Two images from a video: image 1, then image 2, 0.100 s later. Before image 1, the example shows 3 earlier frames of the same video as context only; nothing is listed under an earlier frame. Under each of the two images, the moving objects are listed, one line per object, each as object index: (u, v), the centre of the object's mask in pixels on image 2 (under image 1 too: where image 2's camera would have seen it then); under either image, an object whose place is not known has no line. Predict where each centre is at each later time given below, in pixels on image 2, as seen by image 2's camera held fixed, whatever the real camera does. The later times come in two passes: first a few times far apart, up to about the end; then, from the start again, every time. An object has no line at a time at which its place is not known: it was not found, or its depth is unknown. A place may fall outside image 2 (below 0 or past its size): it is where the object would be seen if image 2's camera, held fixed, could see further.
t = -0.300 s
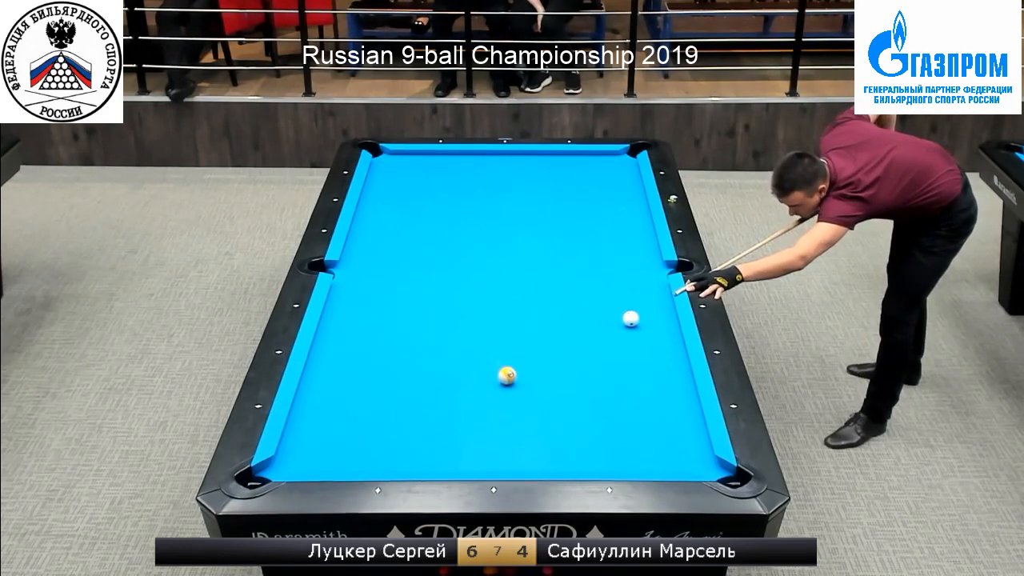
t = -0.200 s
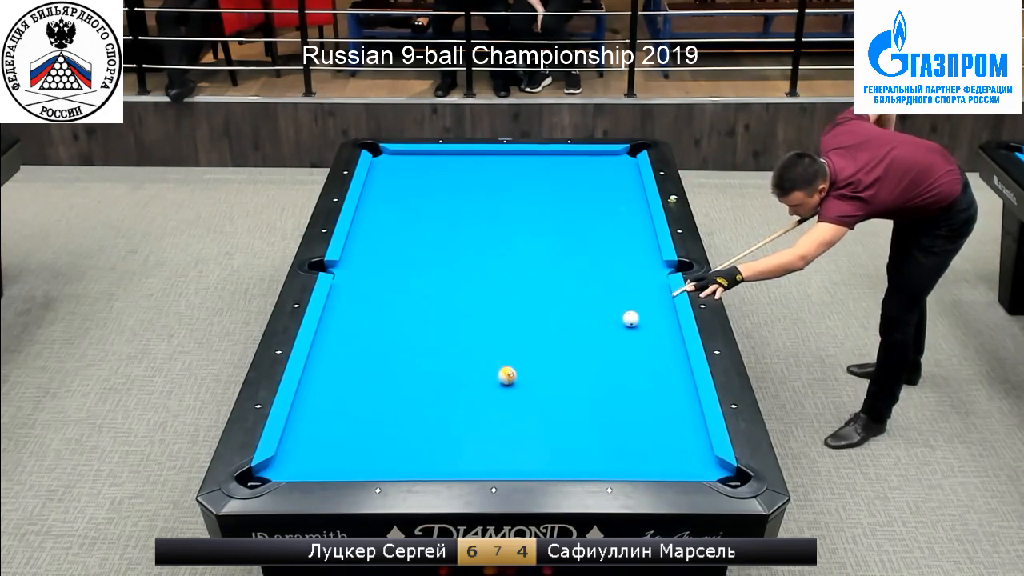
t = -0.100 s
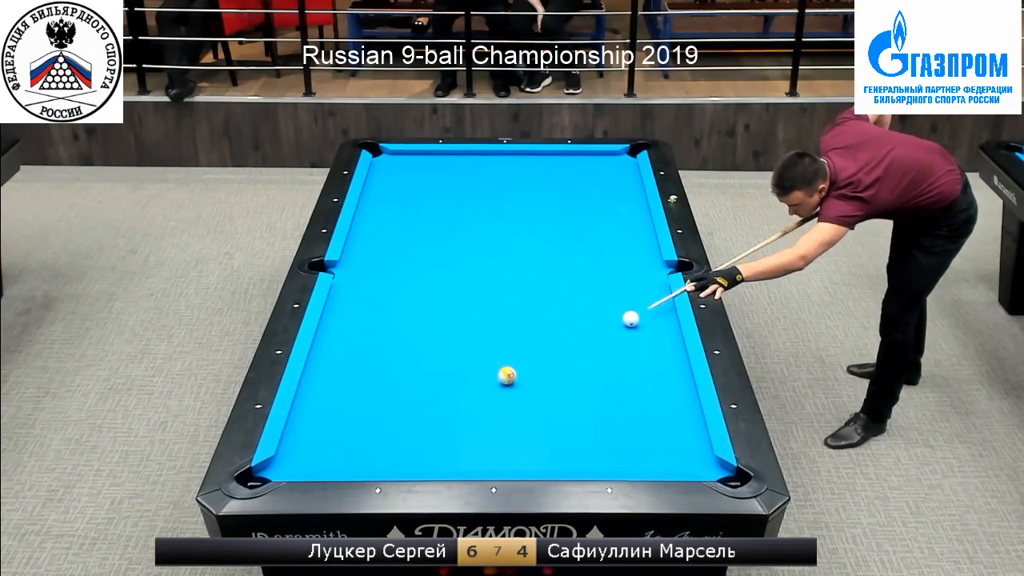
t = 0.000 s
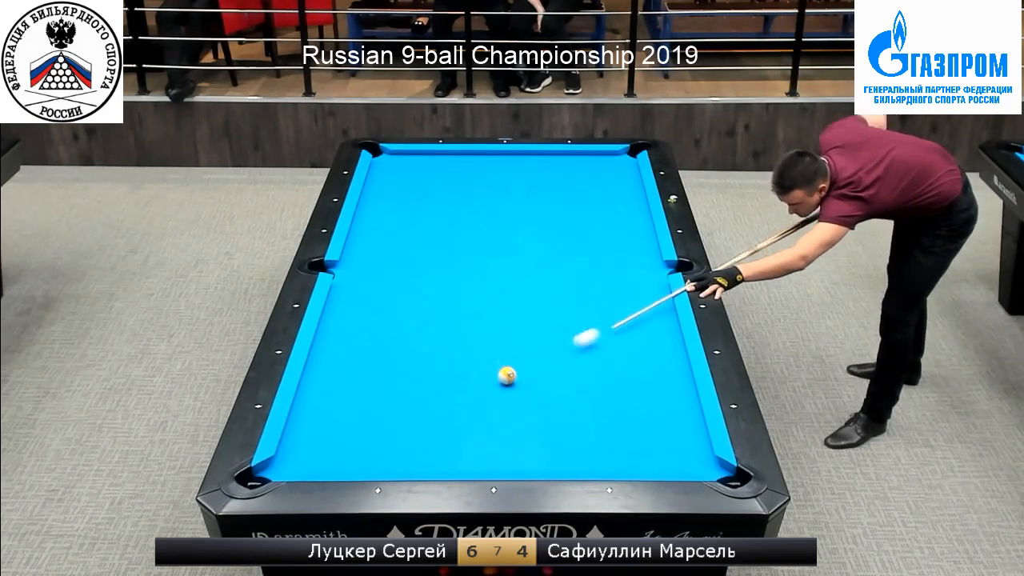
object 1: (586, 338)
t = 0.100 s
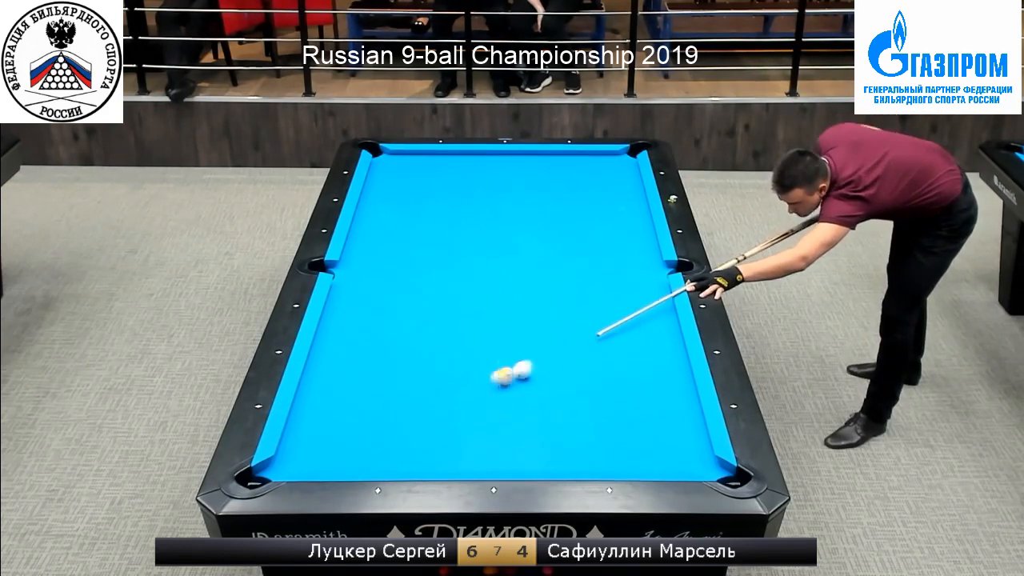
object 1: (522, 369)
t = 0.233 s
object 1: (522, 376)
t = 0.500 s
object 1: (518, 388)
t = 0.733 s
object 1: (514, 397)
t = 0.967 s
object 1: (510, 406)
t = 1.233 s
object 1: (507, 415)
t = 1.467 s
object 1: (504, 423)
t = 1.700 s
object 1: (502, 429)
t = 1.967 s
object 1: (500, 436)
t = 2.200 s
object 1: (498, 441)
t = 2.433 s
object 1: (498, 445)
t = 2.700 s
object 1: (497, 448)
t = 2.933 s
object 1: (497, 449)
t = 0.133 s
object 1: (522, 371)
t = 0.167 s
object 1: (522, 373)
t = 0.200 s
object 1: (522, 374)
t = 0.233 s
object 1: (522, 376)
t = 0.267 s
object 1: (521, 377)
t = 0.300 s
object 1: (521, 379)
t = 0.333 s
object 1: (520, 380)
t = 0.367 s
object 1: (520, 382)
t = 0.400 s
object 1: (519, 383)
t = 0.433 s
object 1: (519, 385)
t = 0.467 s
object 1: (518, 386)
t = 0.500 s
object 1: (518, 388)
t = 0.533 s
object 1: (517, 389)
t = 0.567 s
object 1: (517, 390)
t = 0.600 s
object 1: (516, 392)
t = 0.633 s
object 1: (516, 394)
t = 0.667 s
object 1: (515, 395)
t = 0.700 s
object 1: (514, 396)
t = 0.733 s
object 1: (514, 397)
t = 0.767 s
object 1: (514, 398)
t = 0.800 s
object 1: (513, 400)
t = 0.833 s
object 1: (513, 401)
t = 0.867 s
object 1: (512, 402)
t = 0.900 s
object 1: (512, 403)
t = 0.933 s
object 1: (511, 405)
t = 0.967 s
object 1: (510, 406)
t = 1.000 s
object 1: (510, 407)
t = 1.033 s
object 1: (509, 409)
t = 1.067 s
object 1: (509, 409)
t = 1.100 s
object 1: (509, 411)
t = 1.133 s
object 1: (508, 412)
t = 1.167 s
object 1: (508, 413)
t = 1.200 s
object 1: (508, 414)
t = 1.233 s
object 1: (507, 415)
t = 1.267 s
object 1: (507, 416)
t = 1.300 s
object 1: (506, 417)
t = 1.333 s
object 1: (506, 419)
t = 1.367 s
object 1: (505, 420)
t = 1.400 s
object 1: (505, 421)
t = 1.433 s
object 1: (505, 421)
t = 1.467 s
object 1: (504, 423)
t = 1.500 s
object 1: (504, 424)
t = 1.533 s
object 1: (504, 425)
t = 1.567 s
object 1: (503, 426)
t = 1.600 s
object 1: (503, 427)
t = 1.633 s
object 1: (502, 428)
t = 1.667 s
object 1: (502, 429)
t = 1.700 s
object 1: (502, 429)
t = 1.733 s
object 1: (501, 430)
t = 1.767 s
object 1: (501, 431)
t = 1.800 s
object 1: (501, 432)
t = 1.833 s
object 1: (501, 433)
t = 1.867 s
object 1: (500, 433)
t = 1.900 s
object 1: (500, 434)
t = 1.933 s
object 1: (500, 435)
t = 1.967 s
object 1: (500, 436)
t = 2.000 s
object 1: (499, 437)
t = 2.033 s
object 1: (499, 437)
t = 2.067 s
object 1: (499, 438)
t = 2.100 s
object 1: (499, 439)
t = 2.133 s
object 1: (498, 439)
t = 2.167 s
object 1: (498, 440)
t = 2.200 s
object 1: (498, 441)
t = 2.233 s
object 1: (498, 441)
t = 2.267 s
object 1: (498, 442)
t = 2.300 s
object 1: (498, 443)
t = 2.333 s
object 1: (498, 443)
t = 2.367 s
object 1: (498, 444)
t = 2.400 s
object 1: (498, 444)
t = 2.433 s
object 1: (498, 445)
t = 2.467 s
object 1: (498, 445)
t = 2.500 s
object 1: (497, 445)
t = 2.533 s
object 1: (498, 446)
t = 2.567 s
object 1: (497, 446)
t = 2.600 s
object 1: (497, 447)
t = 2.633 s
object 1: (497, 447)
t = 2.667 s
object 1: (497, 447)
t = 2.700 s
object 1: (497, 448)
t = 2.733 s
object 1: (497, 448)
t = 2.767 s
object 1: (497, 448)
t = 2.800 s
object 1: (497, 448)
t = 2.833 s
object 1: (497, 449)
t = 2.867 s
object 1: (497, 449)
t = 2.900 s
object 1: (496, 449)
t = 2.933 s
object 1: (497, 449)
